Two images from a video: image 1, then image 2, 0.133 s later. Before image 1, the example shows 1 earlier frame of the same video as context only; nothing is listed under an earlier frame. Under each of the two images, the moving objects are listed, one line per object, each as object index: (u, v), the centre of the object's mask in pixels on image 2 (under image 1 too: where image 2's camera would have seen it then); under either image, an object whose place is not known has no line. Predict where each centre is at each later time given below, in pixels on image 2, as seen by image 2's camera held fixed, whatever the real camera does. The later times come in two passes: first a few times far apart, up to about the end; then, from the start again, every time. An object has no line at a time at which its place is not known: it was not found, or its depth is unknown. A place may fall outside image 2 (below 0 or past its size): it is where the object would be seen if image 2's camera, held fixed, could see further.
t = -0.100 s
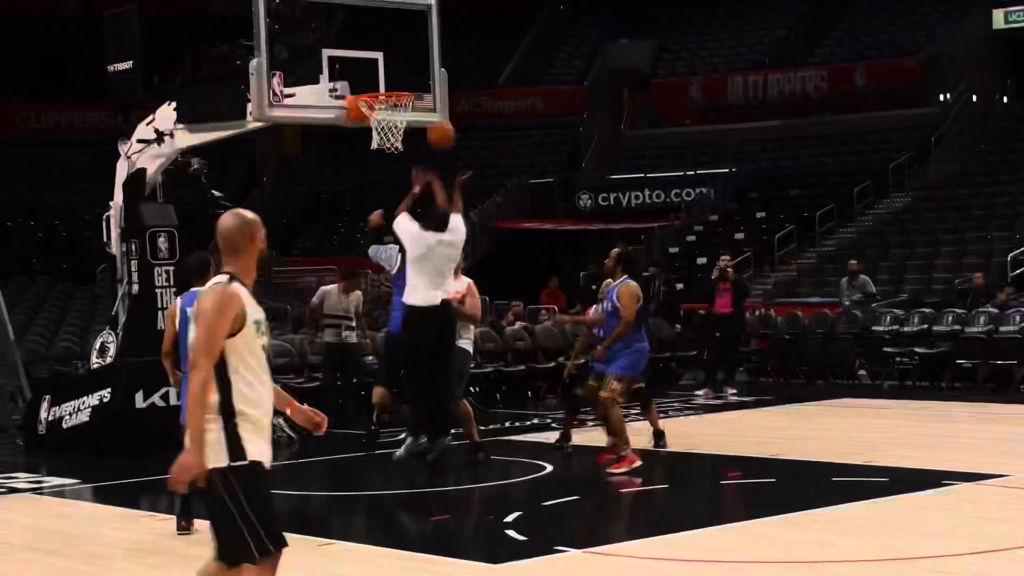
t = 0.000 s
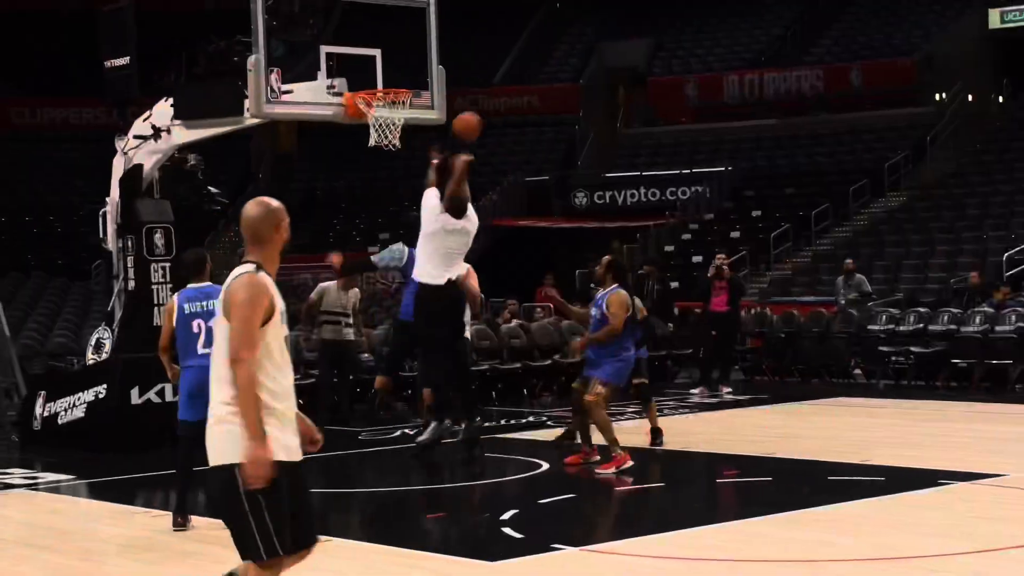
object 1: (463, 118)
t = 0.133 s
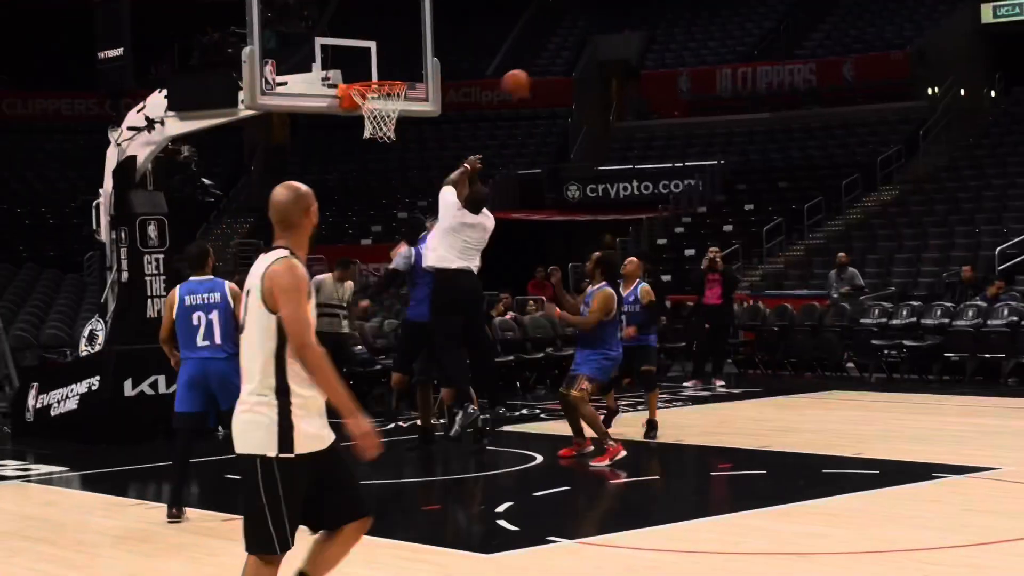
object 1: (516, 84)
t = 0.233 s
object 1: (555, 72)
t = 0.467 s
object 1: (642, 86)
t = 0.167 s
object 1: (529, 79)
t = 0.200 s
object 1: (542, 74)
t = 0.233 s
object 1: (555, 72)
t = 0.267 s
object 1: (568, 70)
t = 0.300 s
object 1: (580, 70)
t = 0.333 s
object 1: (593, 70)
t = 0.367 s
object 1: (606, 73)
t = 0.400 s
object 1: (619, 76)
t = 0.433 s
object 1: (630, 81)
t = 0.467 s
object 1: (642, 86)
